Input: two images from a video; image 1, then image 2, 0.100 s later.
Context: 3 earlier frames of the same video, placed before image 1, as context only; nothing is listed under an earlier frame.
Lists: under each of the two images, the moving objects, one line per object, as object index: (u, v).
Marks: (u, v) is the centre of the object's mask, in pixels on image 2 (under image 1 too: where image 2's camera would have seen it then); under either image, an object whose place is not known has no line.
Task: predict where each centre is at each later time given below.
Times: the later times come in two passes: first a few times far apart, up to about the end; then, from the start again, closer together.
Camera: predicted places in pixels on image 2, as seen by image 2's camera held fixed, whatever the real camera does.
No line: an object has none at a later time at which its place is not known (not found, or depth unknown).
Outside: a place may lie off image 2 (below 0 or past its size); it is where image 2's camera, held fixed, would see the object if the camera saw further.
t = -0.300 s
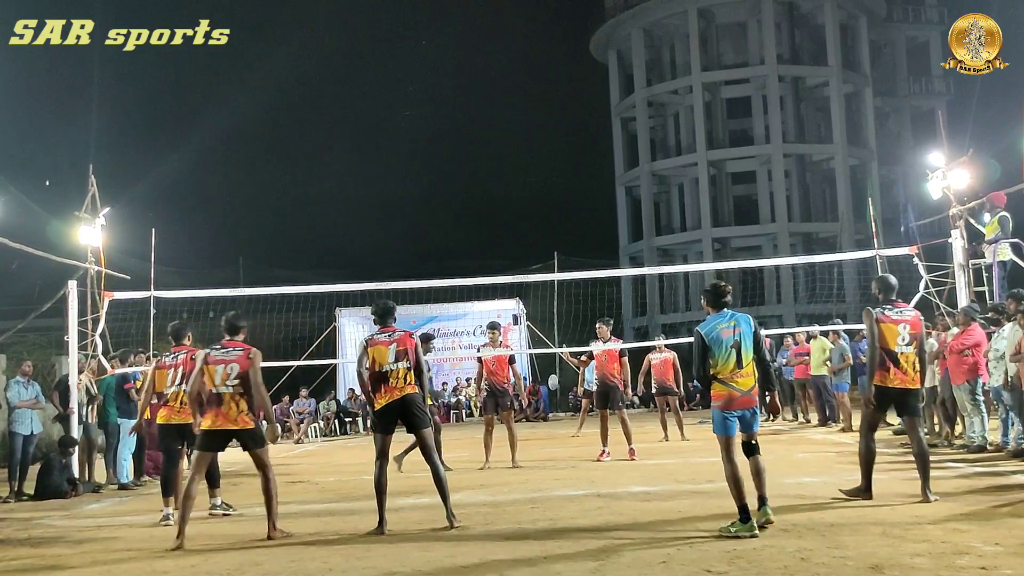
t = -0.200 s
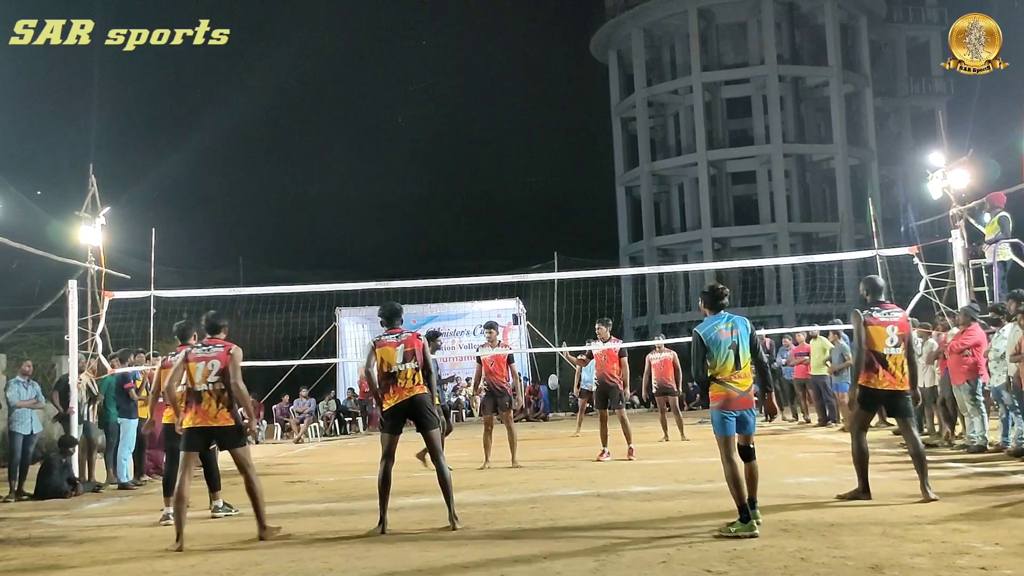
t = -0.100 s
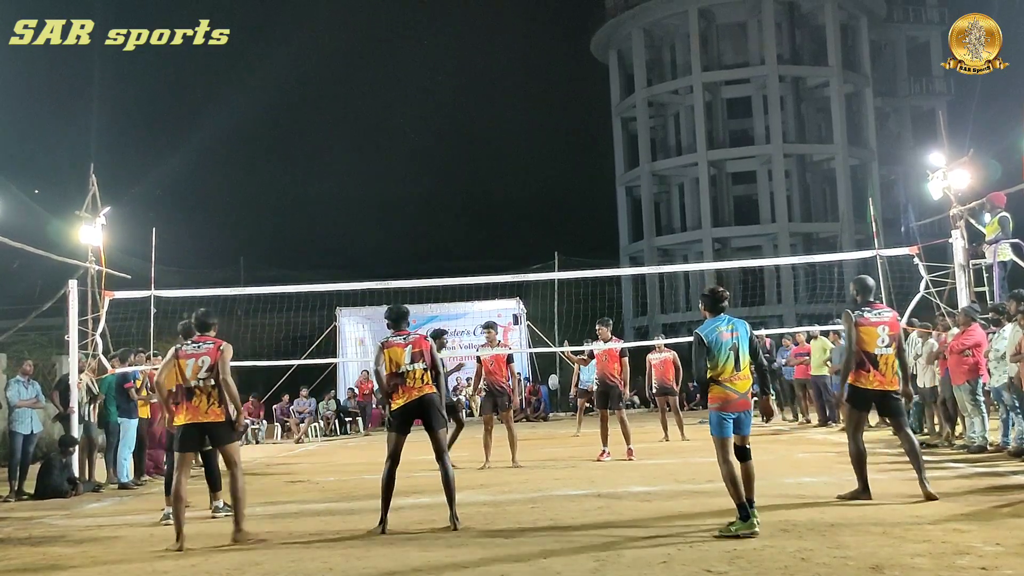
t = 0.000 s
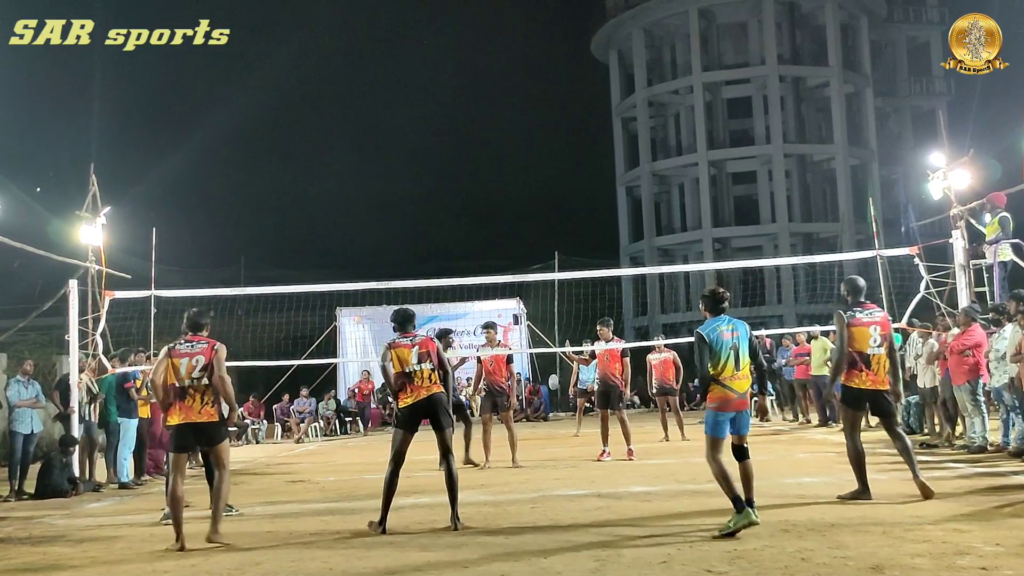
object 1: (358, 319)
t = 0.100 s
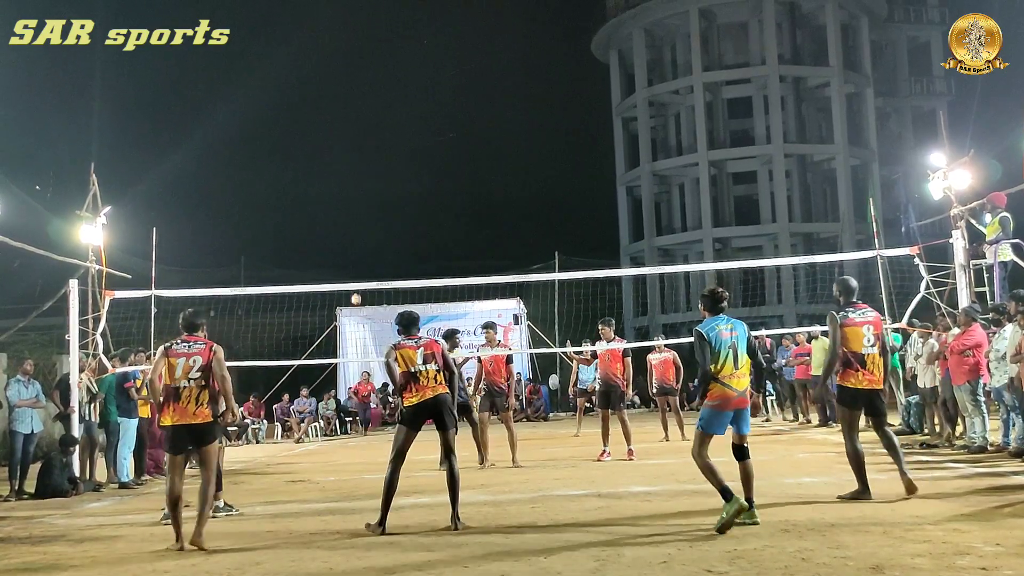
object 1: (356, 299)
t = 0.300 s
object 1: (353, 273)
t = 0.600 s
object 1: (349, 264)
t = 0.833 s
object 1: (347, 280)
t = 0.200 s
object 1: (354, 281)
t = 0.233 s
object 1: (354, 279)
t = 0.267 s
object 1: (353, 276)
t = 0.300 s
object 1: (353, 273)
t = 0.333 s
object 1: (352, 270)
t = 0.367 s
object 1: (352, 268)
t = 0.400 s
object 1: (351, 266)
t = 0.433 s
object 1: (351, 264)
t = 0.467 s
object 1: (350, 263)
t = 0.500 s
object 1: (350, 263)
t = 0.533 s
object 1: (350, 262)
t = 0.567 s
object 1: (349, 263)
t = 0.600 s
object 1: (349, 264)
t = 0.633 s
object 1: (349, 265)
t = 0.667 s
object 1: (348, 267)
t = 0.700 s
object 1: (348, 269)
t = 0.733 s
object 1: (348, 271)
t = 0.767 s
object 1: (347, 274)
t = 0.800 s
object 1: (347, 277)
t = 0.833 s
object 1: (347, 280)
